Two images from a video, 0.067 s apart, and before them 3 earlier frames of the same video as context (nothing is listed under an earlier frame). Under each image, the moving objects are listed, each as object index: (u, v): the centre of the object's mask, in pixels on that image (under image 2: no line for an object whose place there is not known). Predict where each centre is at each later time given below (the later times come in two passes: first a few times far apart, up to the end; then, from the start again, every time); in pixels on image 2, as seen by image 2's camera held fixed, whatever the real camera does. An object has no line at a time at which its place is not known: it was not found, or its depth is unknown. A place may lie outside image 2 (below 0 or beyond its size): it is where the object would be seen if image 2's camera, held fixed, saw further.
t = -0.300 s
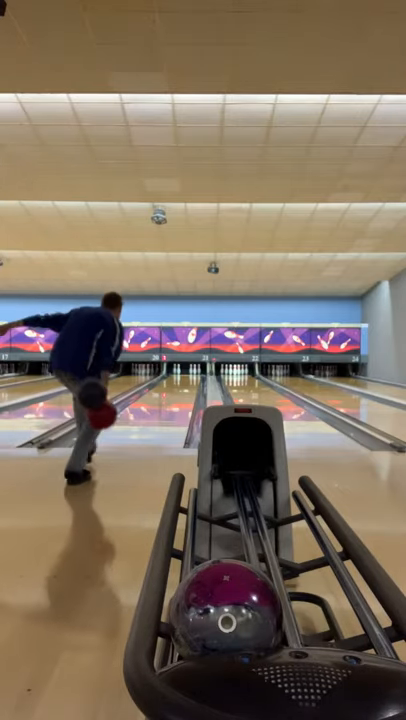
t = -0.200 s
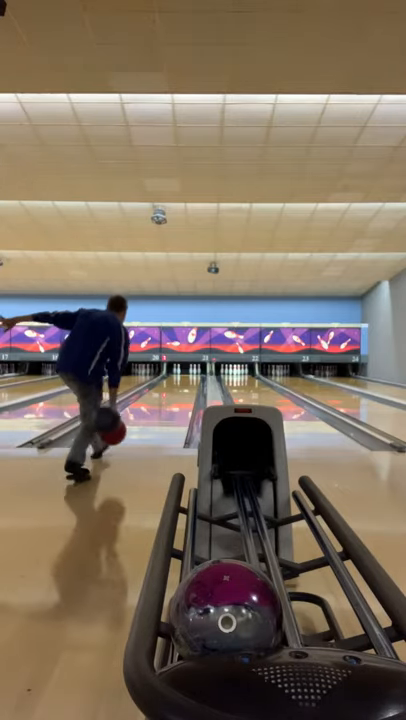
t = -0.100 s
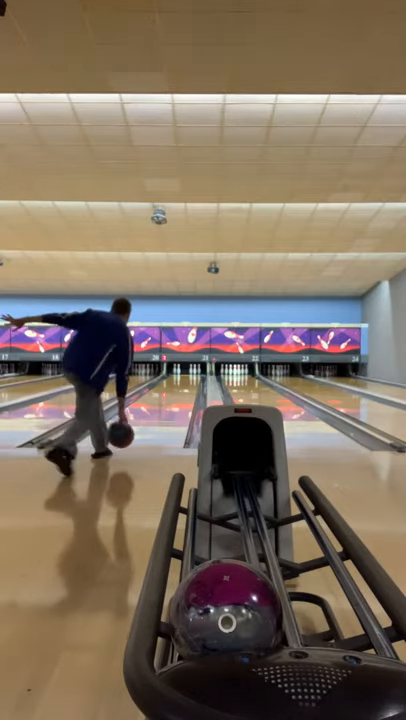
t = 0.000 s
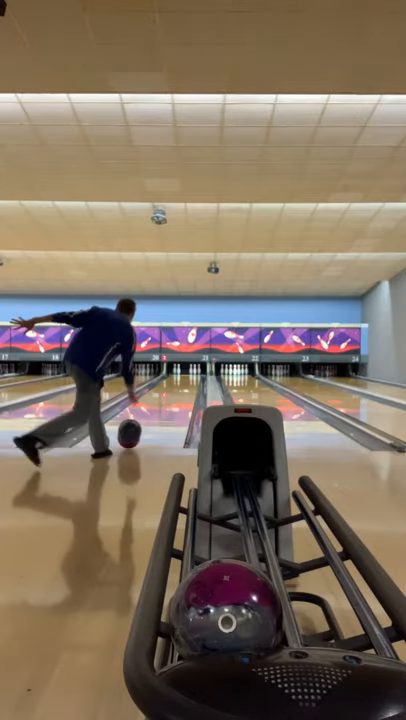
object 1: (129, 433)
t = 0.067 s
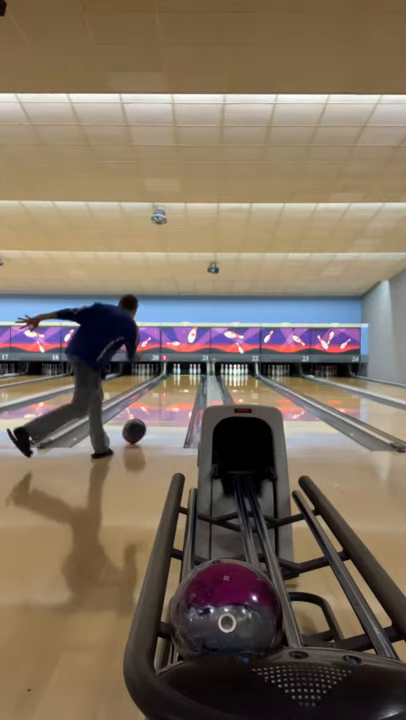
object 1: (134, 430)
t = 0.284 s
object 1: (146, 420)
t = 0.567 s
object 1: (161, 408)
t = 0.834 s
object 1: (169, 400)
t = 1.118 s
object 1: (175, 393)
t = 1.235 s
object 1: (177, 391)
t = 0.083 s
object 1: (135, 430)
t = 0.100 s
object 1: (136, 430)
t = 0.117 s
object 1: (137, 430)
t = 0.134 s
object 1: (138, 429)
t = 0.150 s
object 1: (139, 428)
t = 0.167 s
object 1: (140, 427)
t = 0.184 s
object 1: (141, 425)
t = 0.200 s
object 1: (142, 424)
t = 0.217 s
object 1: (143, 424)
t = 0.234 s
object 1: (143, 423)
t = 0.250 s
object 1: (144, 422)
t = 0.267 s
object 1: (145, 421)
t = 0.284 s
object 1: (146, 420)
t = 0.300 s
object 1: (146, 419)
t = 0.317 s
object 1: (147, 418)
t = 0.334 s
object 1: (148, 417)
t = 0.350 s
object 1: (149, 416)
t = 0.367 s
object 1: (153, 417)
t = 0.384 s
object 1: (154, 416)
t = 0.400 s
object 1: (154, 415)
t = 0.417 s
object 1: (155, 414)
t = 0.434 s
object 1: (156, 414)
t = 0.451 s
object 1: (157, 413)
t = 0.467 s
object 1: (157, 412)
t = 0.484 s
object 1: (158, 412)
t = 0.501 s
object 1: (159, 411)
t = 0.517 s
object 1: (159, 410)
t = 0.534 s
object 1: (160, 409)
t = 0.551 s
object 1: (161, 409)
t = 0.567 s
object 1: (161, 408)
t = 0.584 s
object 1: (162, 408)
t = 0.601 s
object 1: (162, 407)
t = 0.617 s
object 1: (163, 406)
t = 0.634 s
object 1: (164, 406)
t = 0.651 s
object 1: (164, 405)
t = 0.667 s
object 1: (165, 405)
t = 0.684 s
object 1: (165, 404)
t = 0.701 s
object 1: (165, 404)
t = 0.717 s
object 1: (166, 403)
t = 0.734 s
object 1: (166, 403)
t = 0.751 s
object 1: (167, 402)
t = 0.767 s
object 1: (167, 402)
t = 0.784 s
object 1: (168, 401)
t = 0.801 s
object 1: (168, 401)
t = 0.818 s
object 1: (169, 400)
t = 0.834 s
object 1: (169, 400)
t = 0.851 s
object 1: (170, 399)
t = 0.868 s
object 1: (170, 399)
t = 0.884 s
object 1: (170, 399)
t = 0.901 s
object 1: (171, 398)
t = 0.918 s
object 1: (171, 398)
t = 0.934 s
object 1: (172, 397)
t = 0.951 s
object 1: (172, 397)
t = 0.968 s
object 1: (172, 397)
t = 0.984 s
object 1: (173, 396)
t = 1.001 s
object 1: (173, 396)
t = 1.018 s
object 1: (173, 396)
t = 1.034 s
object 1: (174, 395)
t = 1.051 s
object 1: (174, 395)
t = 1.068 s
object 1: (174, 394)
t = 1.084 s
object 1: (174, 394)
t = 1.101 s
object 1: (175, 394)
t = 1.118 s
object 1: (175, 393)
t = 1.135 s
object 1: (176, 393)
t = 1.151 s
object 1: (176, 393)
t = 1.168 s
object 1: (176, 392)
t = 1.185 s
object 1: (176, 392)
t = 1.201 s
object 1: (176, 392)
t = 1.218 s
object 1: (177, 391)
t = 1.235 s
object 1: (177, 391)
